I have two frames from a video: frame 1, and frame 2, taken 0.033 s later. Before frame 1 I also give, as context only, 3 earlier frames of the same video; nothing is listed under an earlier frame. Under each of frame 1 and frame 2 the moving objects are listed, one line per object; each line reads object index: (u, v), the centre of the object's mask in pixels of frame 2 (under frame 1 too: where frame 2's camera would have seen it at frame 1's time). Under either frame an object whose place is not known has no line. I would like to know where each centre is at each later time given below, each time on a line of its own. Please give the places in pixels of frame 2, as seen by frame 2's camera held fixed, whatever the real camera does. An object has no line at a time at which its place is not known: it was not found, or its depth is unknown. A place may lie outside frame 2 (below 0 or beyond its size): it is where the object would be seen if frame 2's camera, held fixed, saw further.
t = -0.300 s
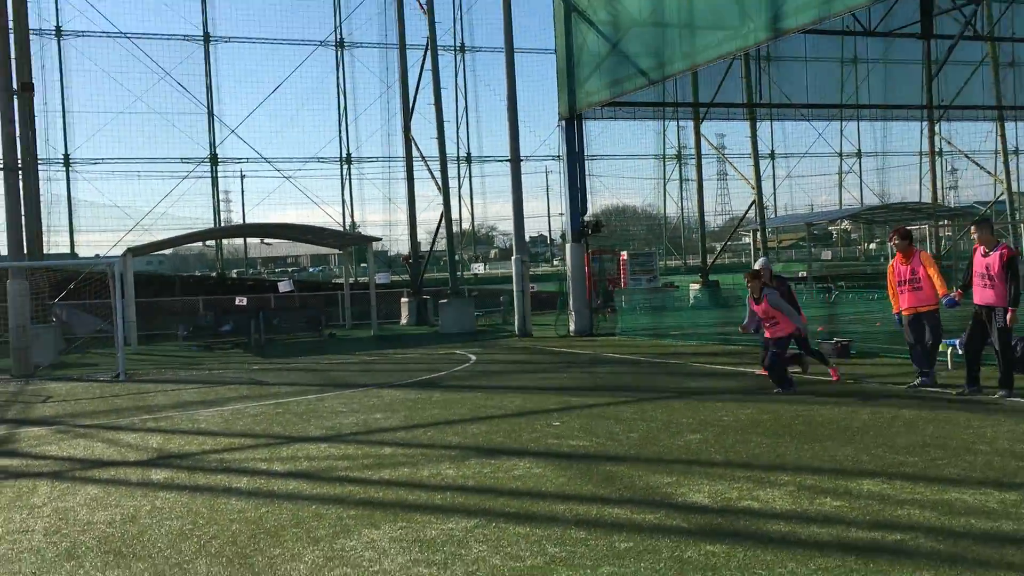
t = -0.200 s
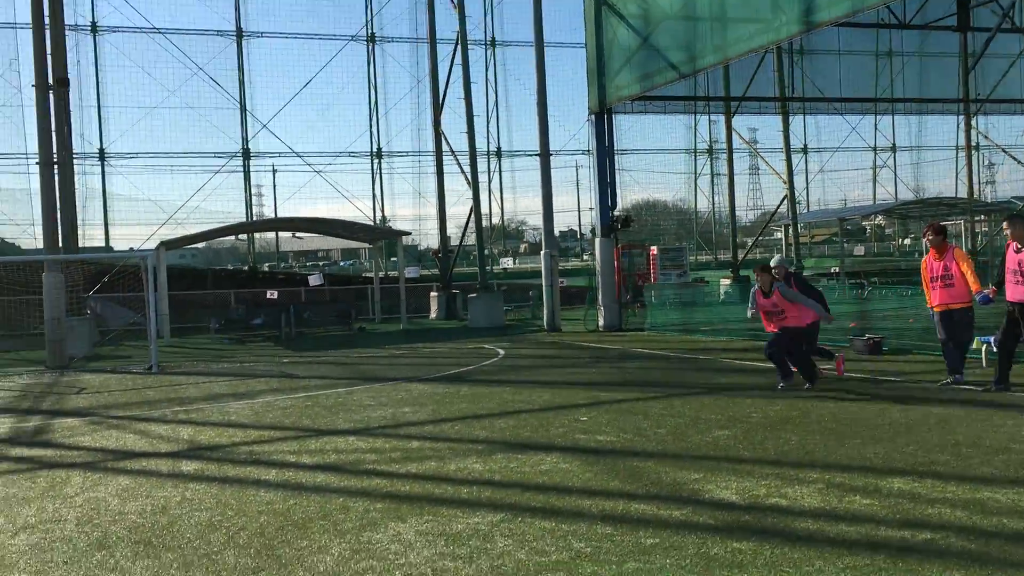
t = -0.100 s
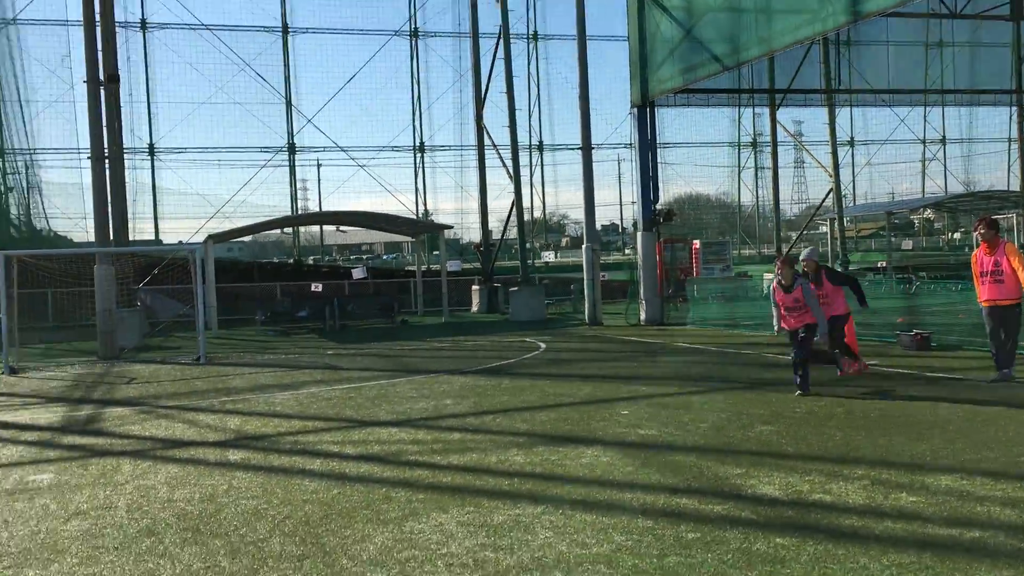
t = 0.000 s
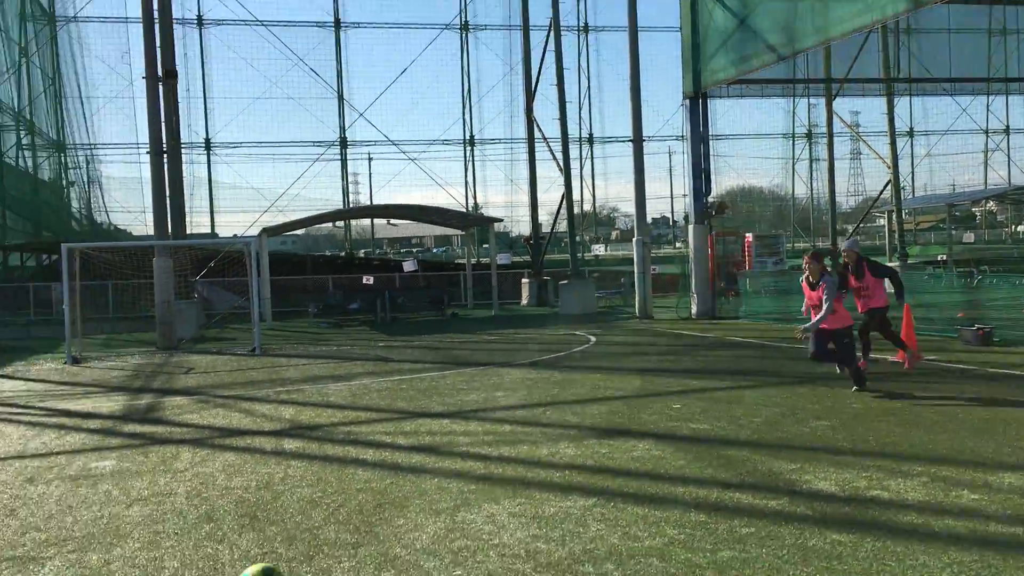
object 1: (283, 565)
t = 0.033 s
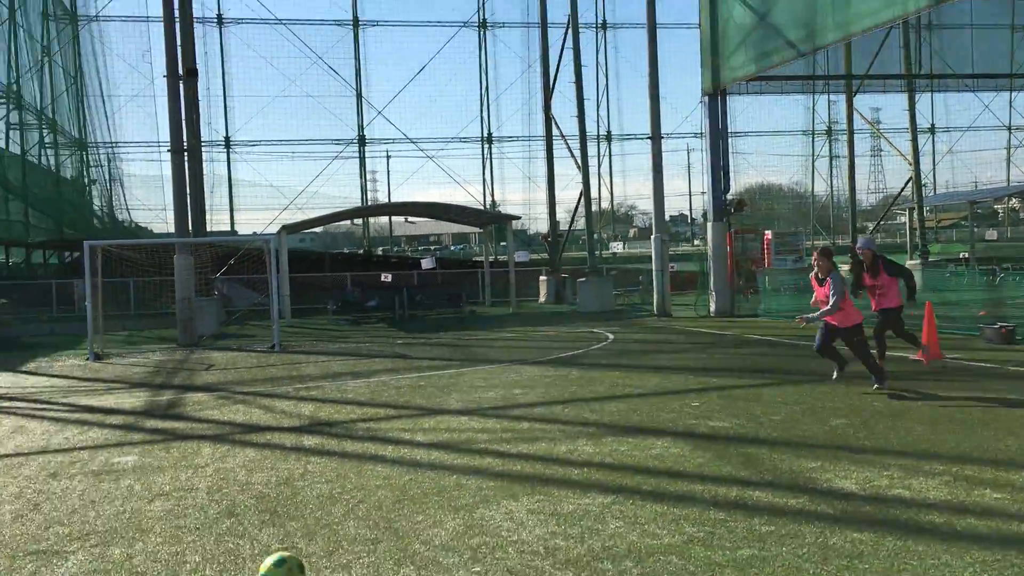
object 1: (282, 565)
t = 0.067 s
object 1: (283, 564)
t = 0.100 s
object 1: (283, 563)
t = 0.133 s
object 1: (284, 558)
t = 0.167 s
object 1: (284, 551)
